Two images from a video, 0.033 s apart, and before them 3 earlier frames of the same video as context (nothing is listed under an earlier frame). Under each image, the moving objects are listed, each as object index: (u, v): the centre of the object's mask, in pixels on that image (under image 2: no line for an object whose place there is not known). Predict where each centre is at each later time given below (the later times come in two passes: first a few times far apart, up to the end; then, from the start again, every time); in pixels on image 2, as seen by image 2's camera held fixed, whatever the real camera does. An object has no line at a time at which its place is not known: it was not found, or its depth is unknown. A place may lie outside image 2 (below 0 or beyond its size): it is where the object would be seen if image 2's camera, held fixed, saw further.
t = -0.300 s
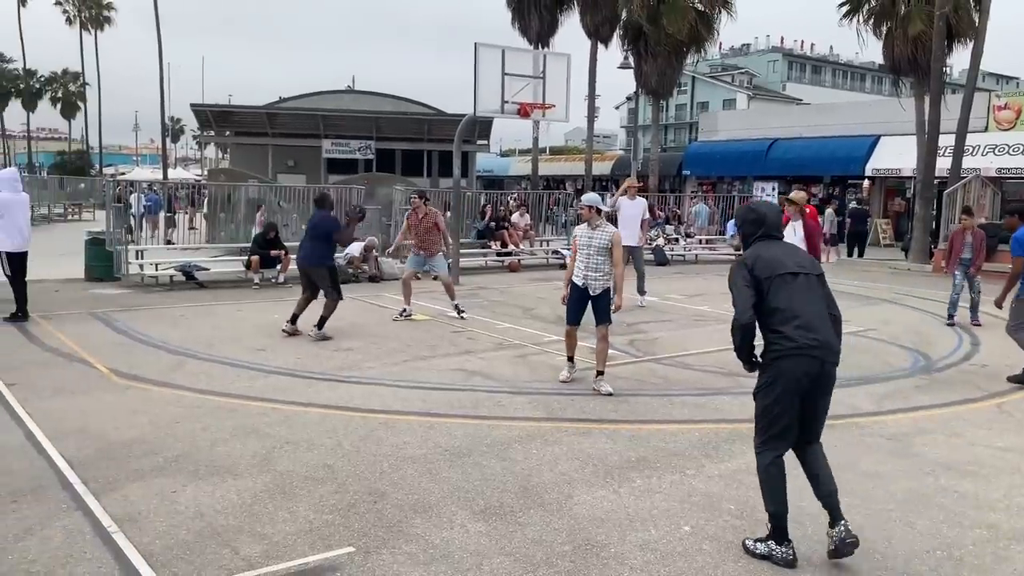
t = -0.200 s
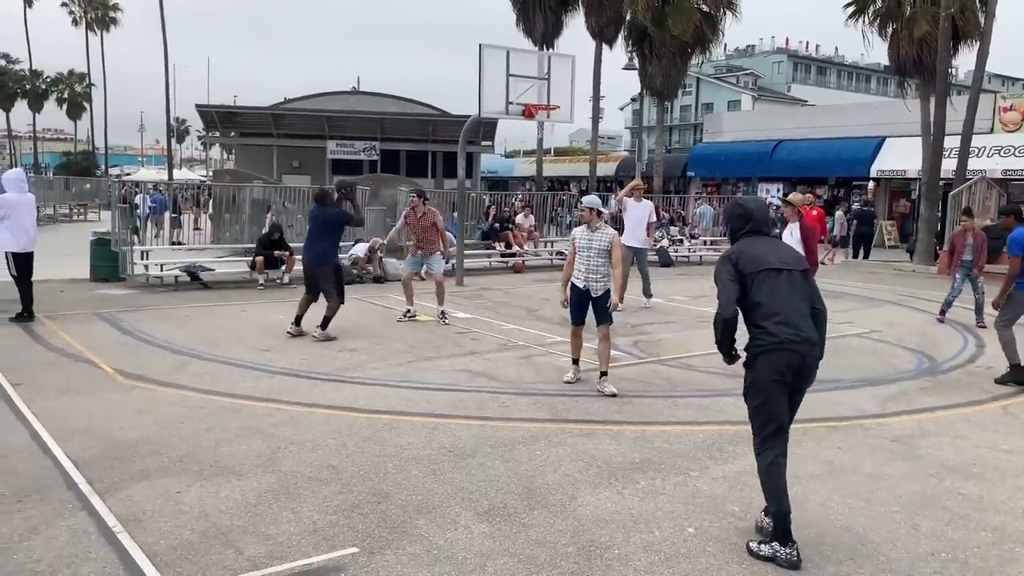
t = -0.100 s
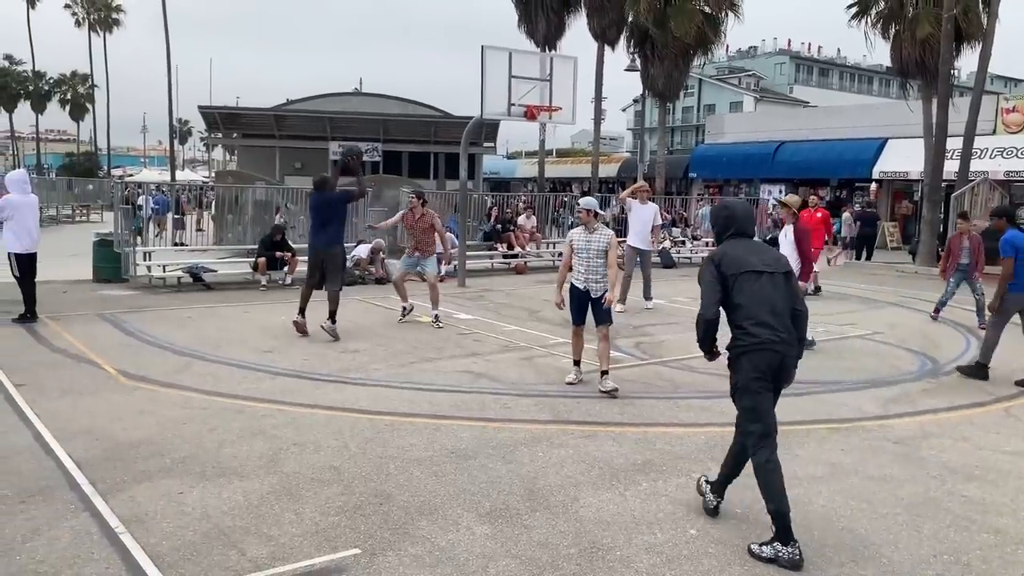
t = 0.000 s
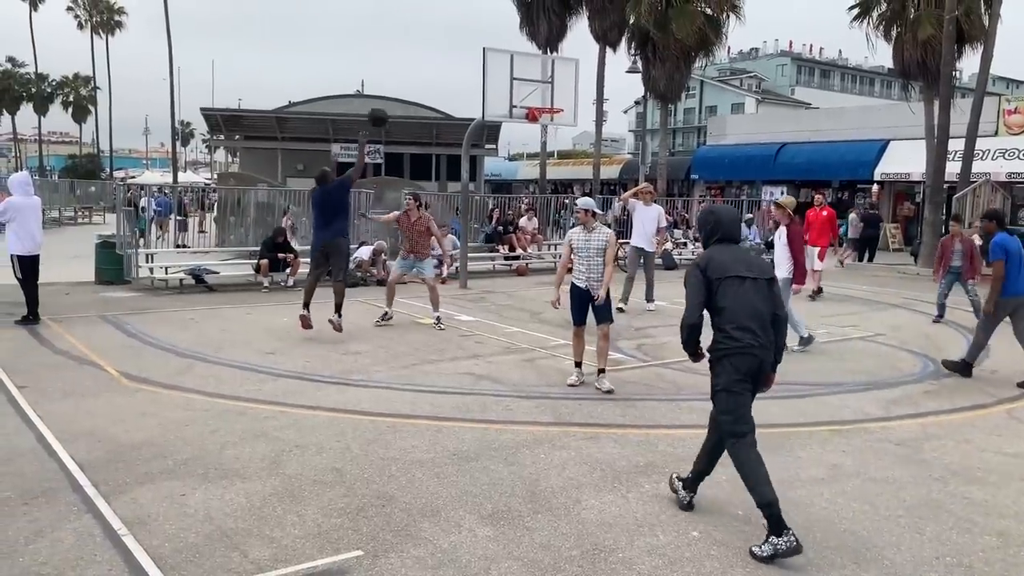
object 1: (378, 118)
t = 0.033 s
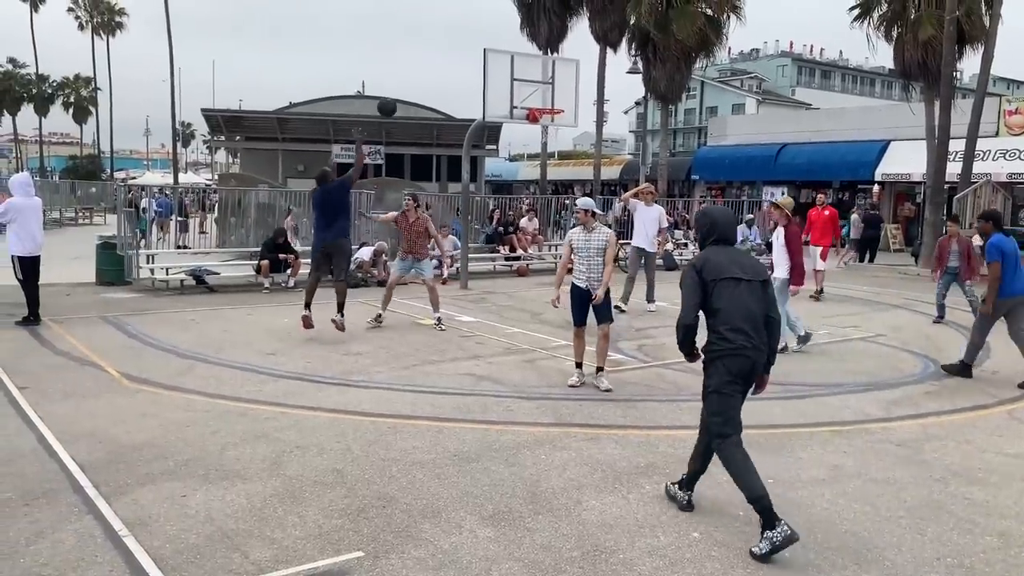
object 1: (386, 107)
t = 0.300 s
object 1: (449, 59)
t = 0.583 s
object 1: (505, 71)
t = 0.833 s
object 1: (531, 114)
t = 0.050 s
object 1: (391, 102)
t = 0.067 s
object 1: (395, 97)
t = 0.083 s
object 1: (399, 93)
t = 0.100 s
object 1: (403, 89)
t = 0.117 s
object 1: (407, 85)
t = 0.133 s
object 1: (411, 81)
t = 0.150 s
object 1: (415, 78)
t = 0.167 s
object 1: (419, 75)
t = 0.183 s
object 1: (423, 72)
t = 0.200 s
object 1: (427, 70)
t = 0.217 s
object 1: (431, 67)
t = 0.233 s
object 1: (435, 65)
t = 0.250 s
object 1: (438, 63)
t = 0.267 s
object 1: (442, 61)
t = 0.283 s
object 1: (445, 60)
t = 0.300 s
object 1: (449, 59)
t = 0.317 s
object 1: (453, 58)
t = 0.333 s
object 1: (457, 57)
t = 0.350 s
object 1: (460, 57)
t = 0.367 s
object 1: (463, 57)
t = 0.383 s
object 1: (467, 57)
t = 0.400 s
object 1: (470, 57)
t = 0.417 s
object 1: (474, 57)
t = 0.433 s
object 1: (477, 57)
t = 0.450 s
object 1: (480, 58)
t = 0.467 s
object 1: (484, 59)
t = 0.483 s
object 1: (487, 60)
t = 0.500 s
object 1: (490, 62)
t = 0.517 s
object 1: (493, 63)
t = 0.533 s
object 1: (496, 65)
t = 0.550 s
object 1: (499, 67)
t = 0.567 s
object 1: (502, 69)
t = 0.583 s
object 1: (505, 71)
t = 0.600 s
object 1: (508, 73)
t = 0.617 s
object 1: (511, 76)
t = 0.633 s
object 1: (514, 79)
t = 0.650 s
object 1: (517, 81)
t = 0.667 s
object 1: (520, 85)
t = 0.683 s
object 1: (523, 88)
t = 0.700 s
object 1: (526, 91)
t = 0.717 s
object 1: (528, 95)
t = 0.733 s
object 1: (531, 98)
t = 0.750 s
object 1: (534, 102)
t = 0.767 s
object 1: (536, 106)
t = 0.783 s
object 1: (537, 109)
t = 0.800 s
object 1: (536, 110)
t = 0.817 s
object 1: (533, 112)
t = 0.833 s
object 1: (531, 114)
